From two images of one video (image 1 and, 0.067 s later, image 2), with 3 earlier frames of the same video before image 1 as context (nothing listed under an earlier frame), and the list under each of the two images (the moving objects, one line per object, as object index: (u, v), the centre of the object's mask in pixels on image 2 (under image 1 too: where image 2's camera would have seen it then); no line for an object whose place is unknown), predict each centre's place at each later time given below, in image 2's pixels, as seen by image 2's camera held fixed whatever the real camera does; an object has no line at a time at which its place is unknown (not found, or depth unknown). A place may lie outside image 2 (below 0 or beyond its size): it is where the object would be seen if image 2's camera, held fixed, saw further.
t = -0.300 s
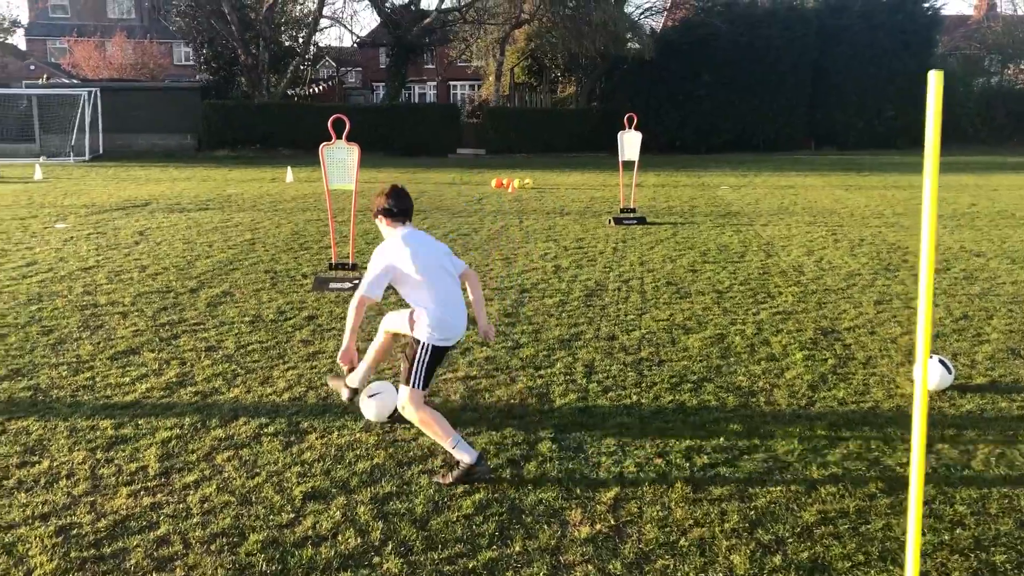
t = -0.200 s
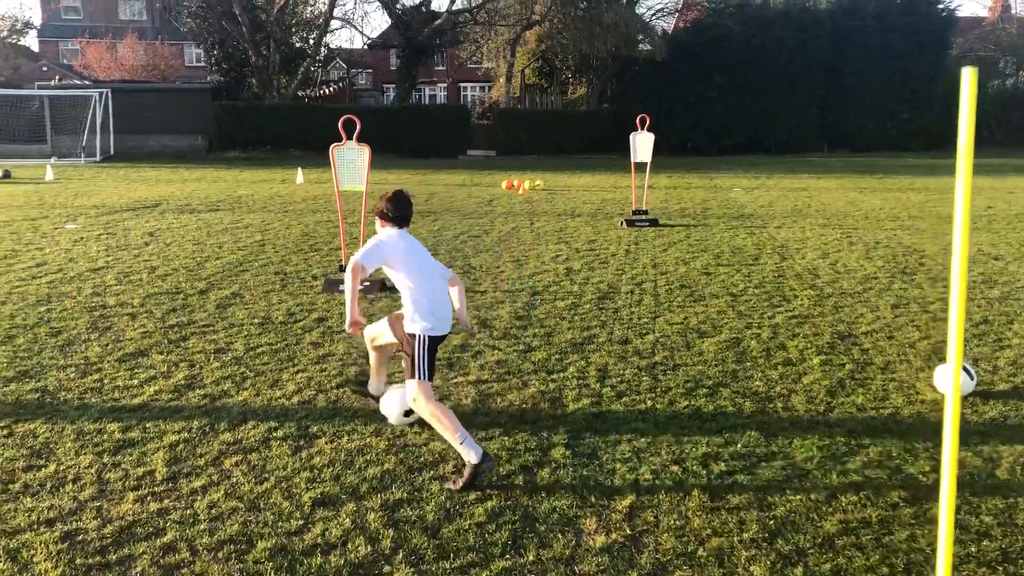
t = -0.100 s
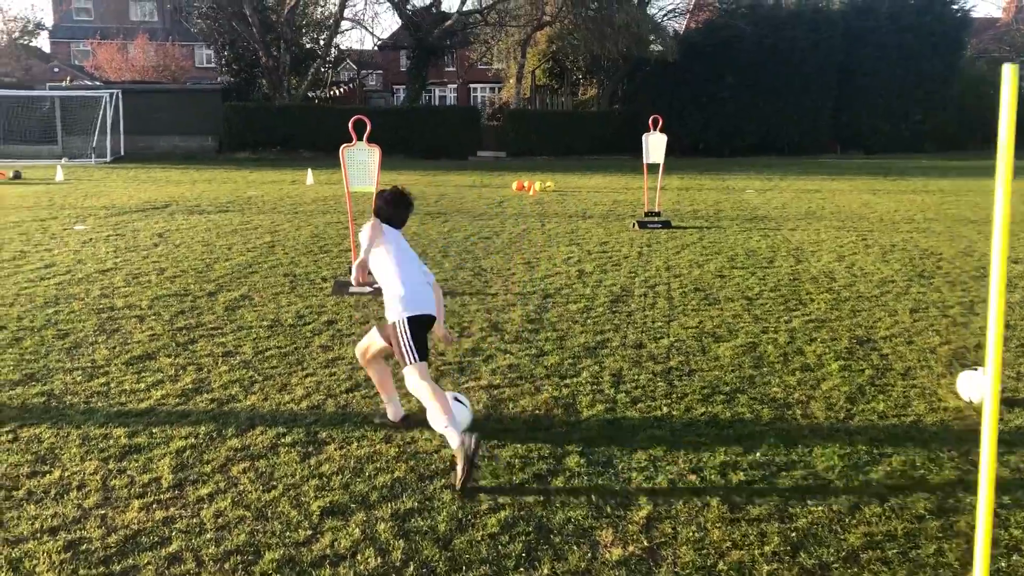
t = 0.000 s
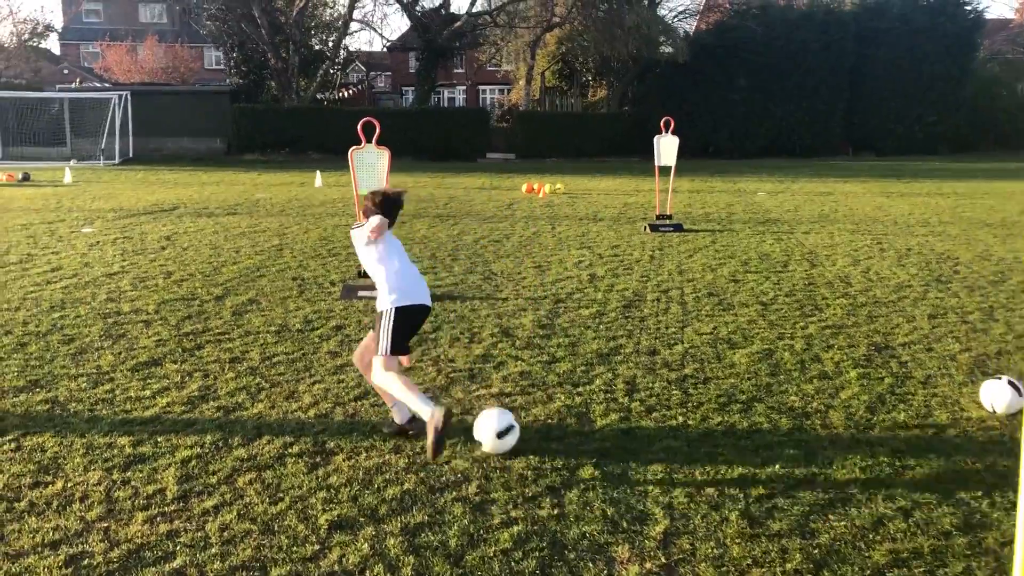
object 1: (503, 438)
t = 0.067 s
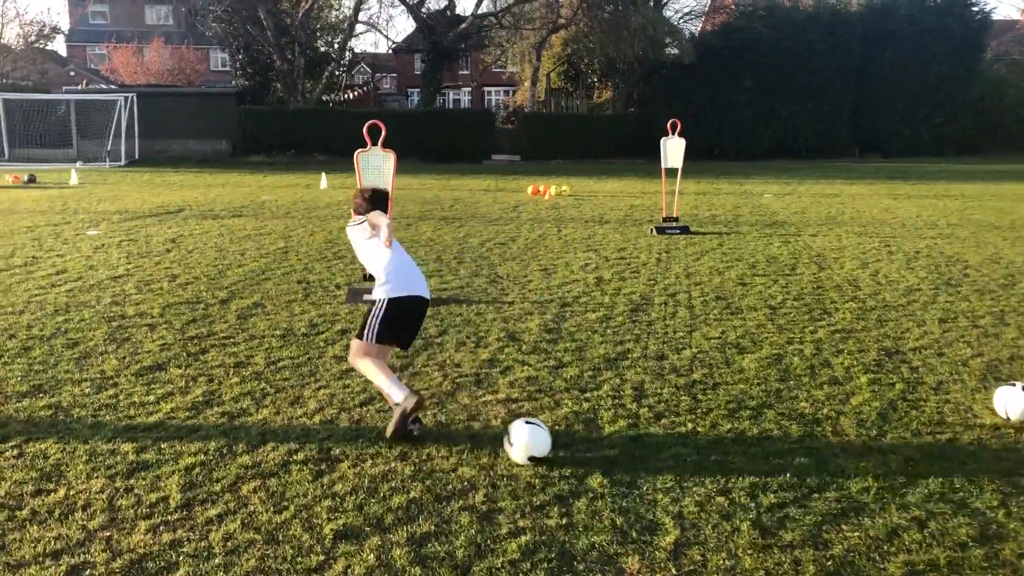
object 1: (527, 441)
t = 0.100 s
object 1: (539, 443)
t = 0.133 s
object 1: (551, 444)
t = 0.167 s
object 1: (562, 445)
